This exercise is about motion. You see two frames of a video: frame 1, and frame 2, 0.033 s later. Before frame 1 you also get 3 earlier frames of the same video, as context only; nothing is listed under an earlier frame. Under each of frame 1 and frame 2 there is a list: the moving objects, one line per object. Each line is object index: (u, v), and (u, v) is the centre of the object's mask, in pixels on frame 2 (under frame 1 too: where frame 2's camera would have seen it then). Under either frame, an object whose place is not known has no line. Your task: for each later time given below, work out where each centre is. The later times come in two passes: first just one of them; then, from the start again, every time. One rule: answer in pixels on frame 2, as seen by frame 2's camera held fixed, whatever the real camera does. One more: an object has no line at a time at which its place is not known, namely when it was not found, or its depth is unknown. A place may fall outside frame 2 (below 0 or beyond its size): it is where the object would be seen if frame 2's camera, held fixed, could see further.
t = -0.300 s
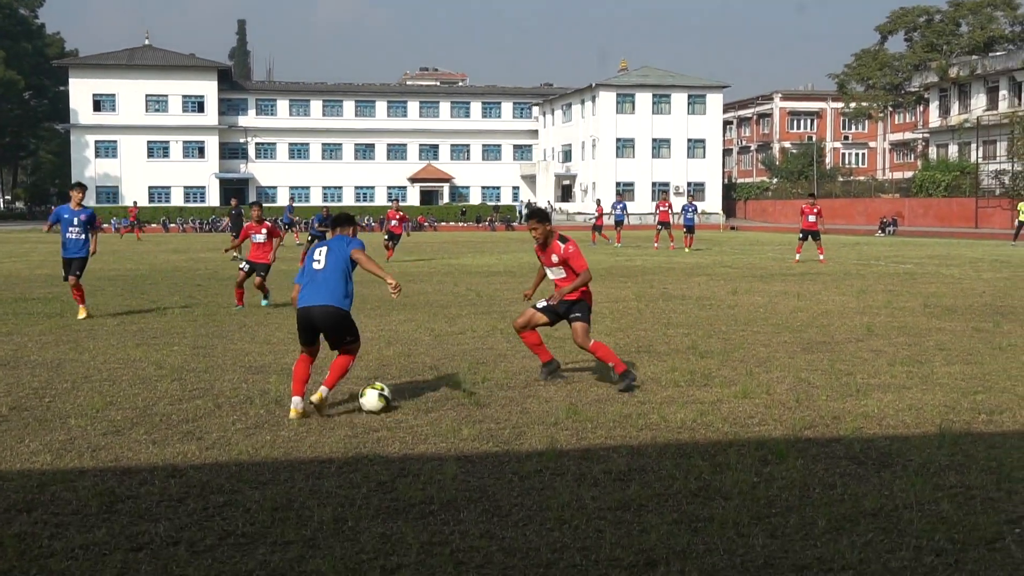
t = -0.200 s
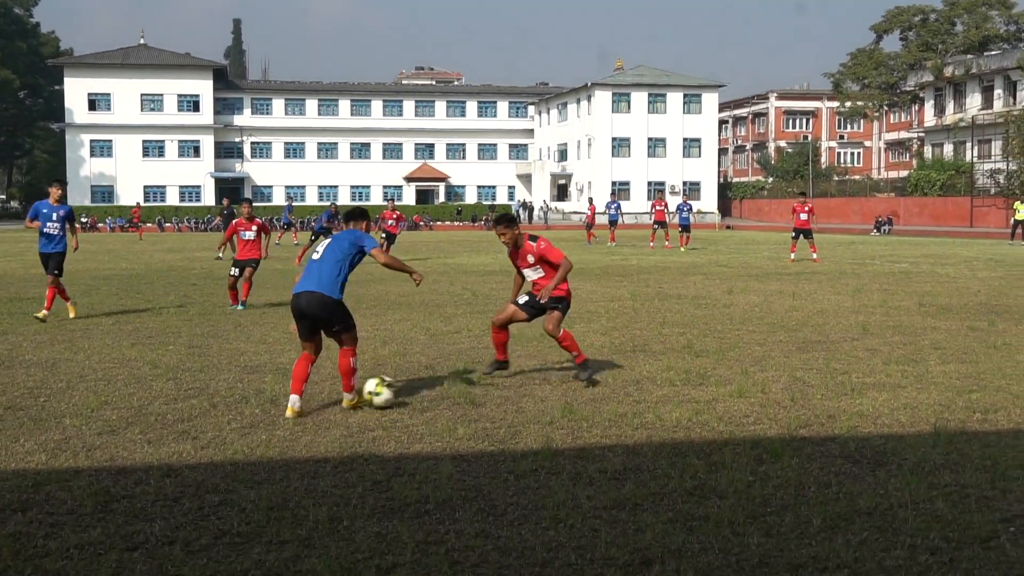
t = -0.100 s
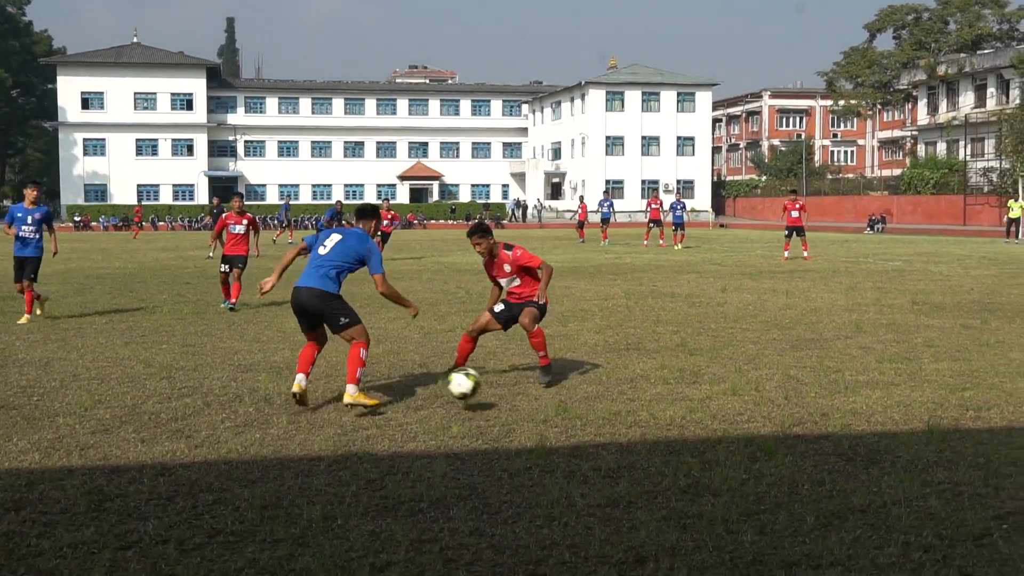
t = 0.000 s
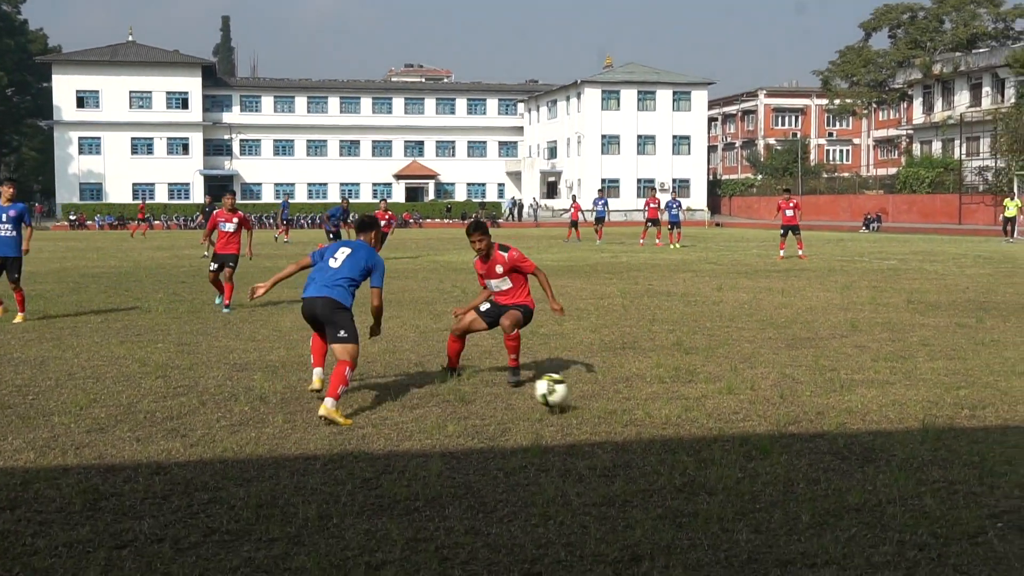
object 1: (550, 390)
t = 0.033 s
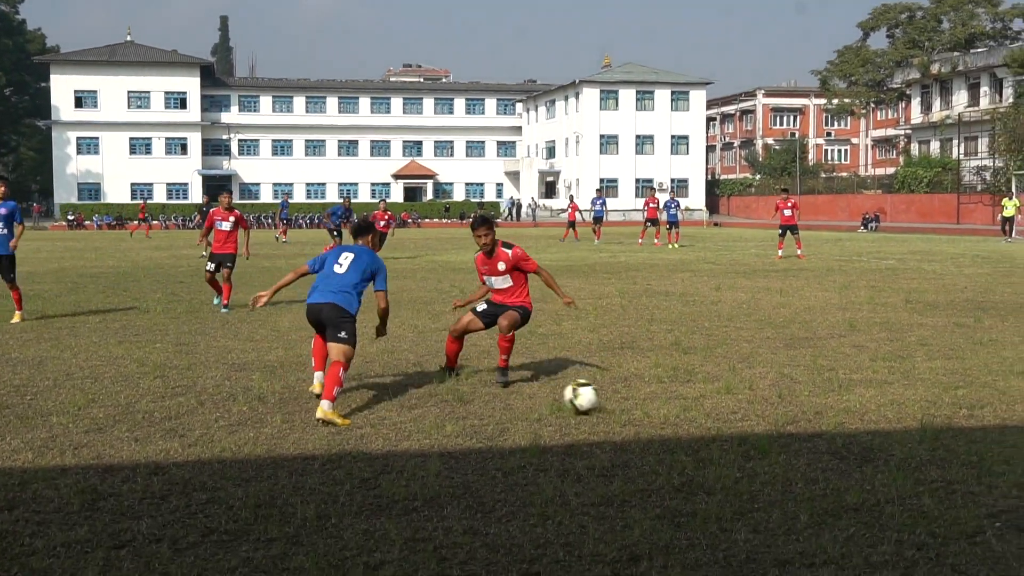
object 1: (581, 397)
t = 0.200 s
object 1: (714, 394)
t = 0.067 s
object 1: (612, 401)
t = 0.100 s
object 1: (637, 397)
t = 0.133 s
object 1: (662, 395)
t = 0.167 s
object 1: (687, 394)
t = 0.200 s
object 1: (714, 394)
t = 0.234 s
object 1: (740, 398)
